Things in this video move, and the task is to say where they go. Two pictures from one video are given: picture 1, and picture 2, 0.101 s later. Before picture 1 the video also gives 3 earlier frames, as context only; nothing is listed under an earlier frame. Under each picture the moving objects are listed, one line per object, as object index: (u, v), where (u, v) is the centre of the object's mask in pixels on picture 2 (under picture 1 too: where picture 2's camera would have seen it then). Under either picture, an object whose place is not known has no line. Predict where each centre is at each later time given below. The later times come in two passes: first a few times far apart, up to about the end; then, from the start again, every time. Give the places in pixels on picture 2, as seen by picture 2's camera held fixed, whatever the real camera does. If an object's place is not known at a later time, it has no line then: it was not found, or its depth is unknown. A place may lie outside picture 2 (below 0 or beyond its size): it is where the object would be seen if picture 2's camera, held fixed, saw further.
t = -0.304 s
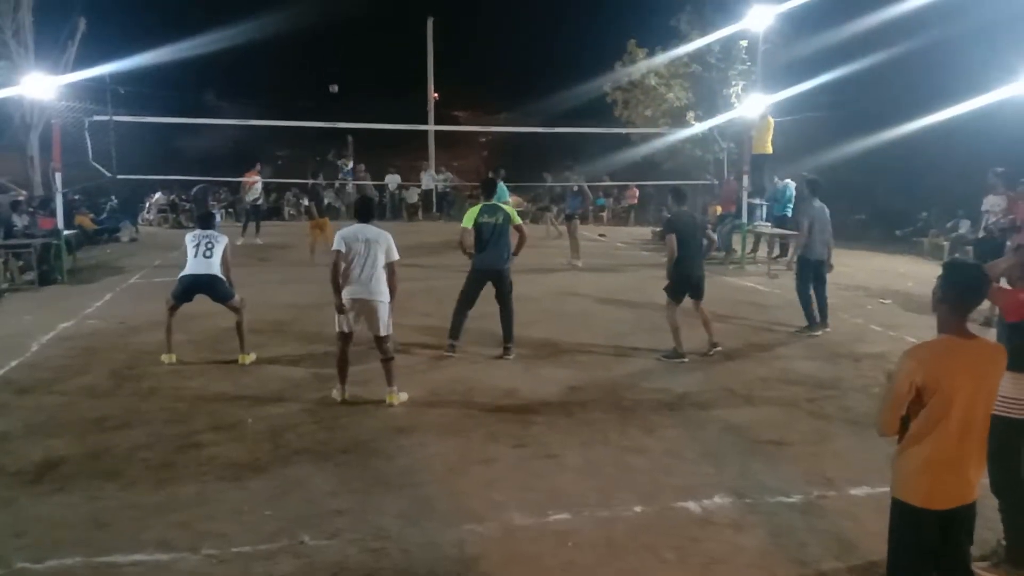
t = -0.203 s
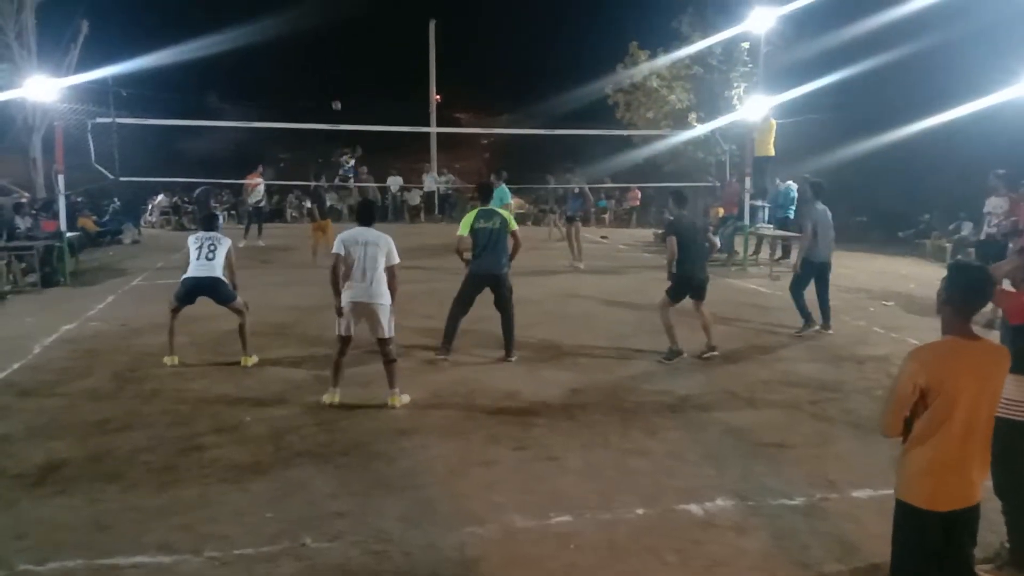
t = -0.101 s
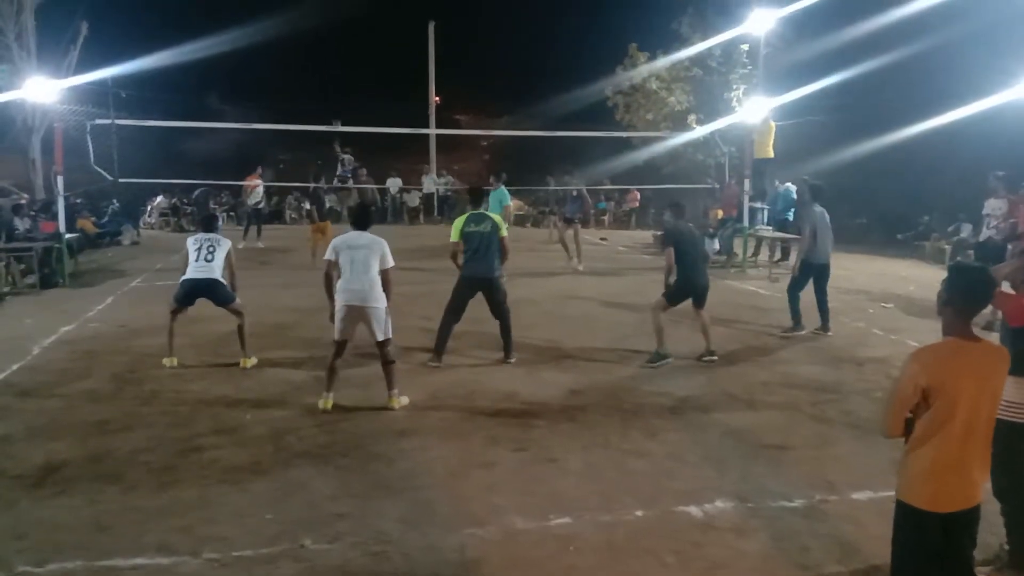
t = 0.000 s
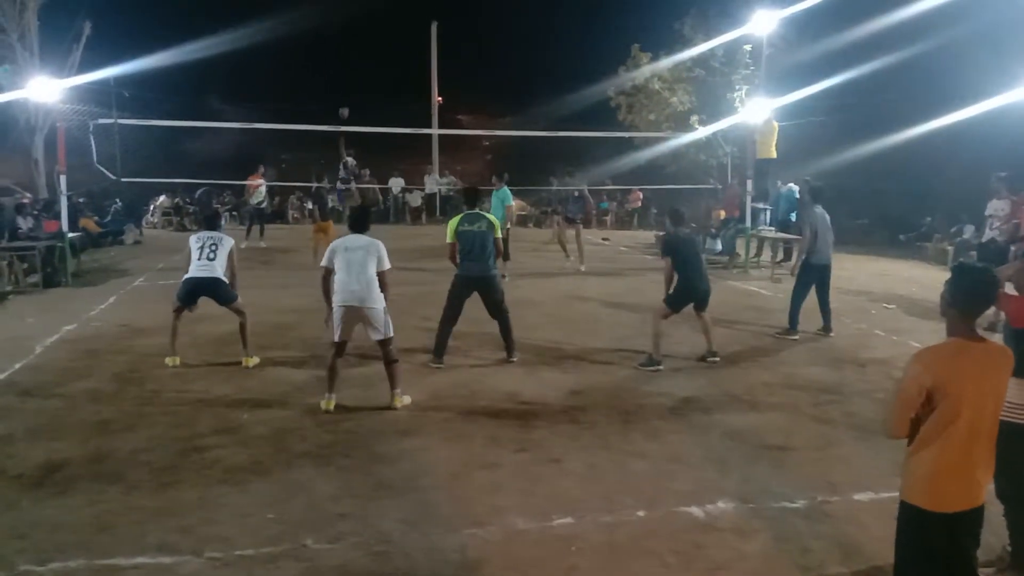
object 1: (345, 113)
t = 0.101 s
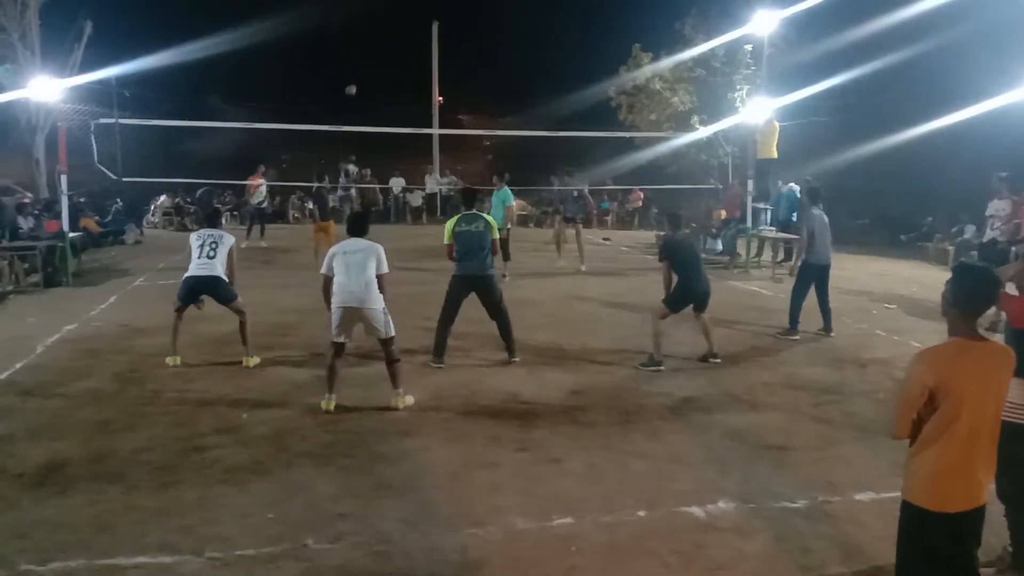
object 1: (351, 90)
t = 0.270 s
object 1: (366, 64)
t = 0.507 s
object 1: (403, 57)
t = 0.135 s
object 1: (353, 84)
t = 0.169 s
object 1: (356, 78)
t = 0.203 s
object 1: (359, 73)
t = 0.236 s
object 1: (362, 68)
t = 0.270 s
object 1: (366, 64)
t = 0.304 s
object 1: (370, 60)
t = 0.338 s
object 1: (374, 57)
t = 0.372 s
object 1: (379, 55)
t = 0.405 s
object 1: (385, 54)
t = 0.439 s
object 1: (390, 54)
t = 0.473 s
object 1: (396, 55)
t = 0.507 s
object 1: (403, 57)
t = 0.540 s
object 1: (410, 60)
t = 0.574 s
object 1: (418, 65)
